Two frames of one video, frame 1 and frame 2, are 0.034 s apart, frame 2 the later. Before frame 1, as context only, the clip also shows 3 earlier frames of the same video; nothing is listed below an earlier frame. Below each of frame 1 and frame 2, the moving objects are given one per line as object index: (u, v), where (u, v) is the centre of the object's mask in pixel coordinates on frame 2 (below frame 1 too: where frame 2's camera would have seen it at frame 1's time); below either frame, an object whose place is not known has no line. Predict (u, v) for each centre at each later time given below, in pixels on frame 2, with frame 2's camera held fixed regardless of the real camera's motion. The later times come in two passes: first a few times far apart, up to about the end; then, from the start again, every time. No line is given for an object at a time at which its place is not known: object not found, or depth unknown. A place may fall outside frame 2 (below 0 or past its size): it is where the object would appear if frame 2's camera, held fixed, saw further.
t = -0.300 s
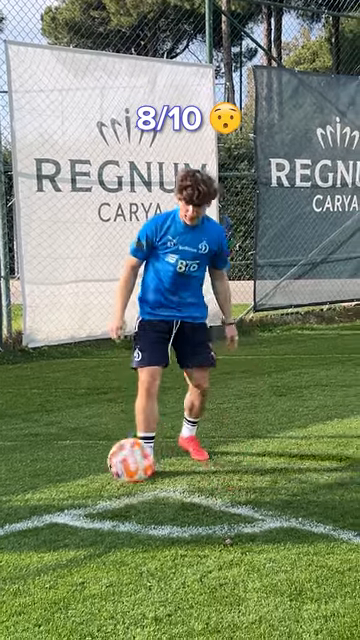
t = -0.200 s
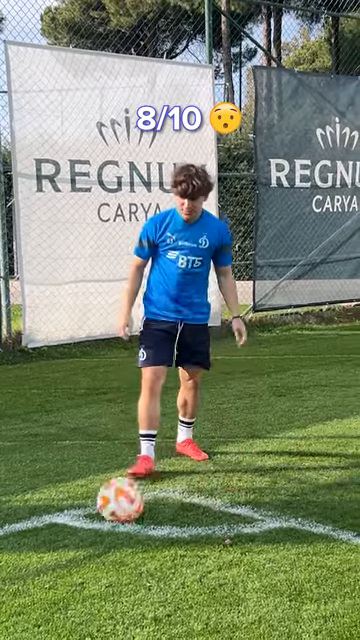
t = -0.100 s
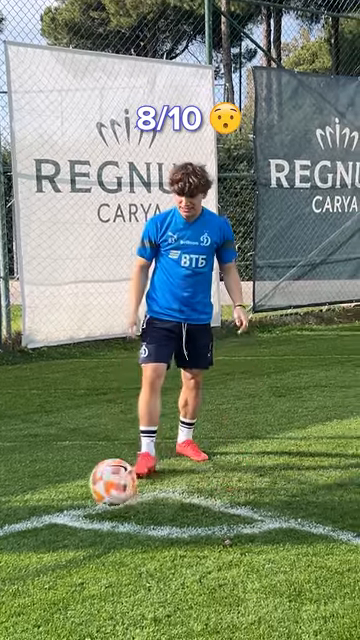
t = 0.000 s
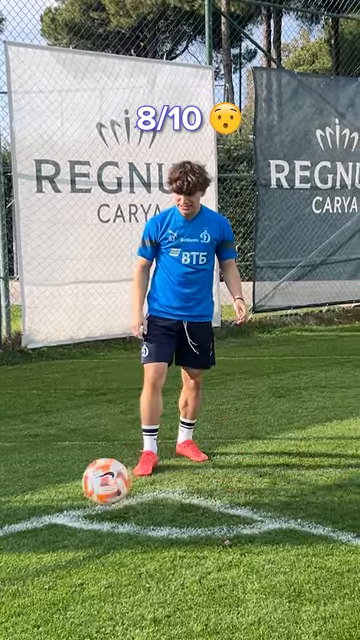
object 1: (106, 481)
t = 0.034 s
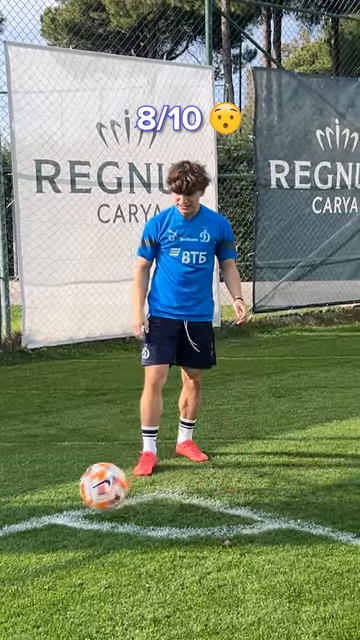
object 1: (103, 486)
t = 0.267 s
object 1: (87, 506)
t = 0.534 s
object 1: (69, 519)
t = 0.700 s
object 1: (57, 524)
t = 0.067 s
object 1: (101, 492)
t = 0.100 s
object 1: (99, 501)
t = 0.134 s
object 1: (96, 512)
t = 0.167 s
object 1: (94, 507)
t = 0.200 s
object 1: (91, 504)
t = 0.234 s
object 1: (89, 504)
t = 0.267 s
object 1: (87, 506)
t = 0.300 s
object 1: (85, 510)
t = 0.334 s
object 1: (83, 515)
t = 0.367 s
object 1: (80, 515)
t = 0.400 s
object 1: (77, 516)
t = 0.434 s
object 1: (75, 517)
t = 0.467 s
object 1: (73, 518)
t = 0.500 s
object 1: (71, 518)
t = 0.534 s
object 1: (69, 519)
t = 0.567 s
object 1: (66, 520)
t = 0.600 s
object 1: (64, 522)
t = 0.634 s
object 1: (62, 523)
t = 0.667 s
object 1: (59, 523)
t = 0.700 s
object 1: (57, 524)
